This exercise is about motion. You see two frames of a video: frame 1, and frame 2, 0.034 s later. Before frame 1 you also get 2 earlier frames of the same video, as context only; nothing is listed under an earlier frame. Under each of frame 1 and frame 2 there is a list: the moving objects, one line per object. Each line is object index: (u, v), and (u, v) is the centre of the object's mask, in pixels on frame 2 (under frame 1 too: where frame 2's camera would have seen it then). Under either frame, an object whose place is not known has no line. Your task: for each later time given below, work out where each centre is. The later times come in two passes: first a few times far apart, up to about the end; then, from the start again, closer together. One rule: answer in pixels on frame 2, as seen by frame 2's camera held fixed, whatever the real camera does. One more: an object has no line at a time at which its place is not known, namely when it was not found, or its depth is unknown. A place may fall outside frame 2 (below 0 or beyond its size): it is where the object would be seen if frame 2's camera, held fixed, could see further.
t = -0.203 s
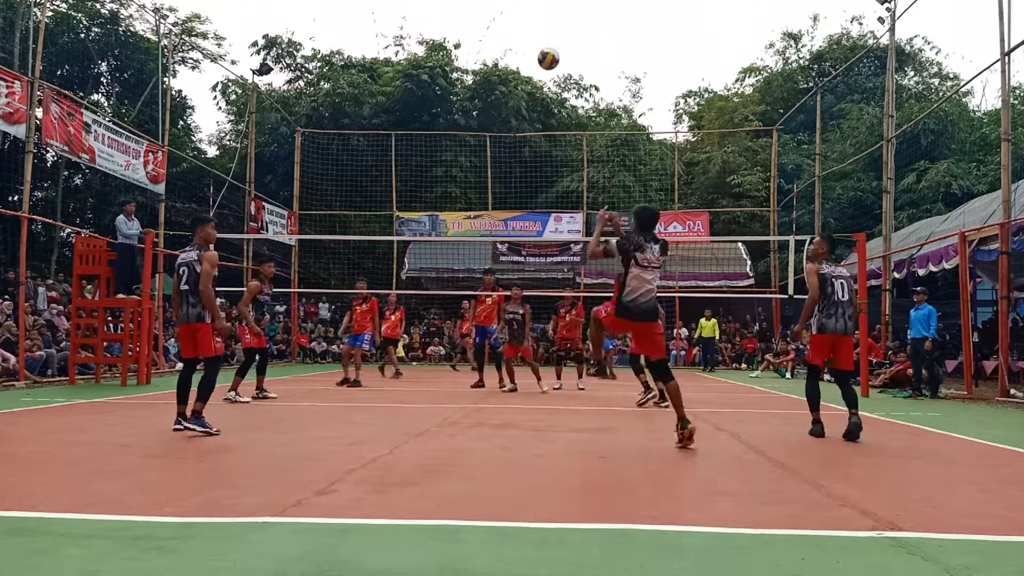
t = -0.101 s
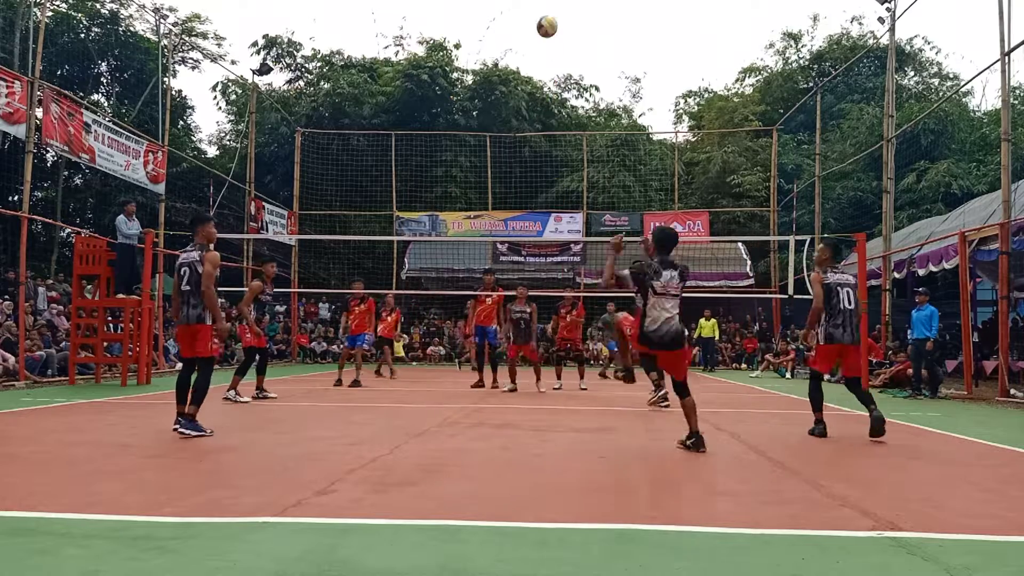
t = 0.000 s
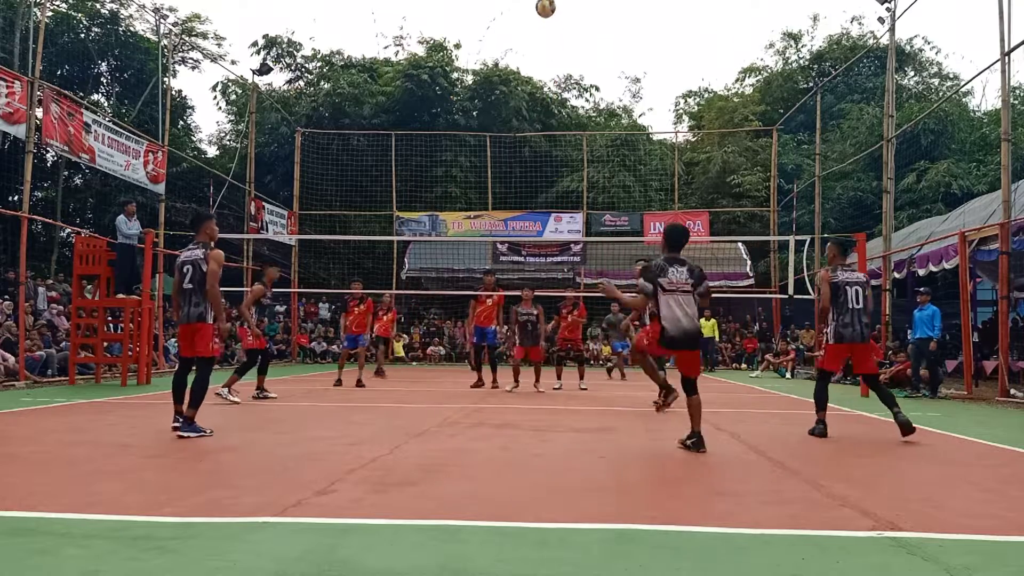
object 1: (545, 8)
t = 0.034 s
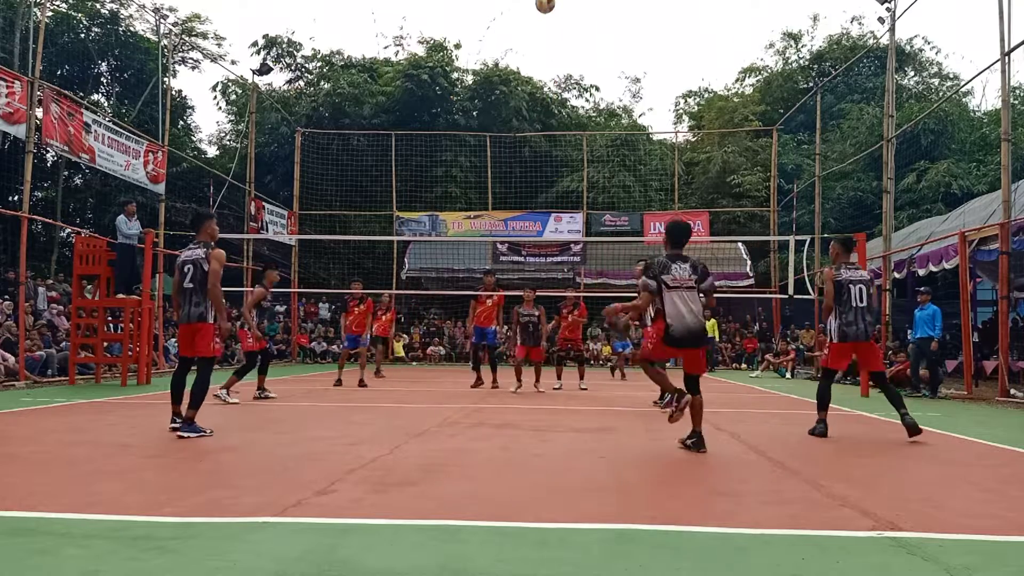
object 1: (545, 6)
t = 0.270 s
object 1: (540, 6)
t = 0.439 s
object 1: (537, 33)
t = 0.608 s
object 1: (535, 81)
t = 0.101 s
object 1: (544, 4)
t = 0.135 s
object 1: (543, 3)
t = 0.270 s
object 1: (540, 6)
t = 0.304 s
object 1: (540, 9)
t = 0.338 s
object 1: (539, 13)
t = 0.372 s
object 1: (539, 19)
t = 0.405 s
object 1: (538, 26)
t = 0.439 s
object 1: (537, 33)
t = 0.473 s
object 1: (537, 42)
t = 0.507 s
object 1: (536, 51)
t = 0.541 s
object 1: (536, 60)
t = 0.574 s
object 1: (535, 70)
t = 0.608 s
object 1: (535, 81)
